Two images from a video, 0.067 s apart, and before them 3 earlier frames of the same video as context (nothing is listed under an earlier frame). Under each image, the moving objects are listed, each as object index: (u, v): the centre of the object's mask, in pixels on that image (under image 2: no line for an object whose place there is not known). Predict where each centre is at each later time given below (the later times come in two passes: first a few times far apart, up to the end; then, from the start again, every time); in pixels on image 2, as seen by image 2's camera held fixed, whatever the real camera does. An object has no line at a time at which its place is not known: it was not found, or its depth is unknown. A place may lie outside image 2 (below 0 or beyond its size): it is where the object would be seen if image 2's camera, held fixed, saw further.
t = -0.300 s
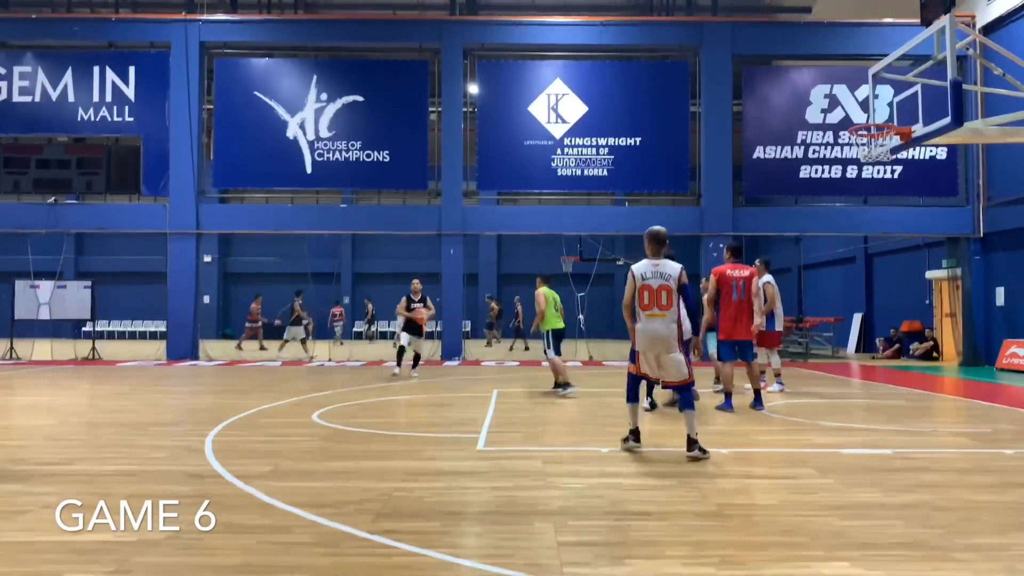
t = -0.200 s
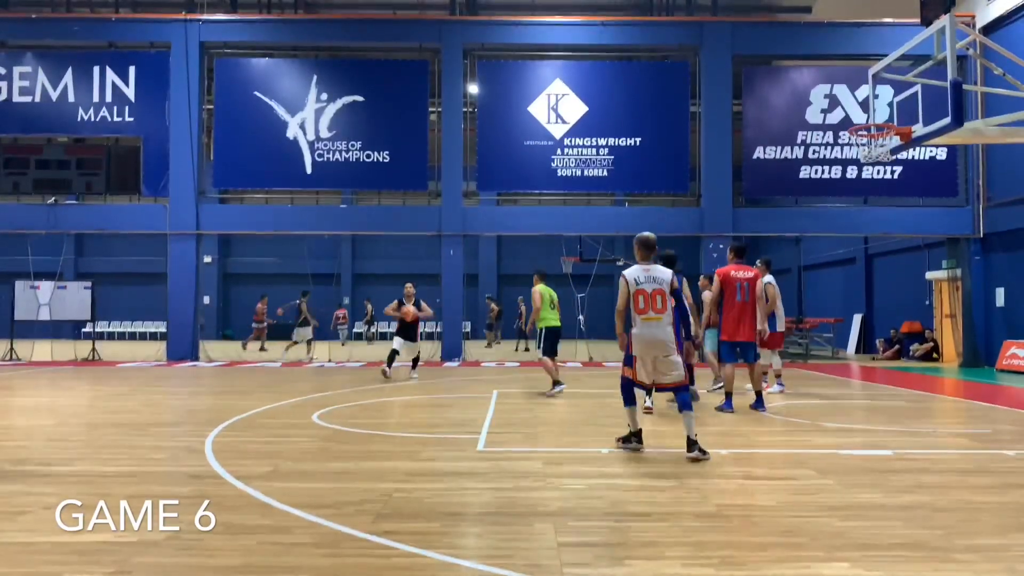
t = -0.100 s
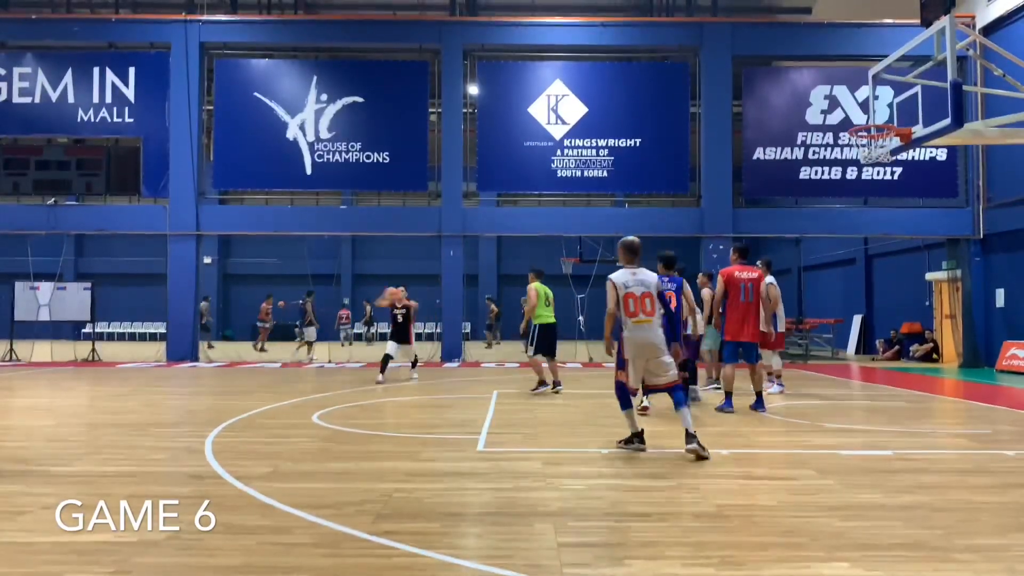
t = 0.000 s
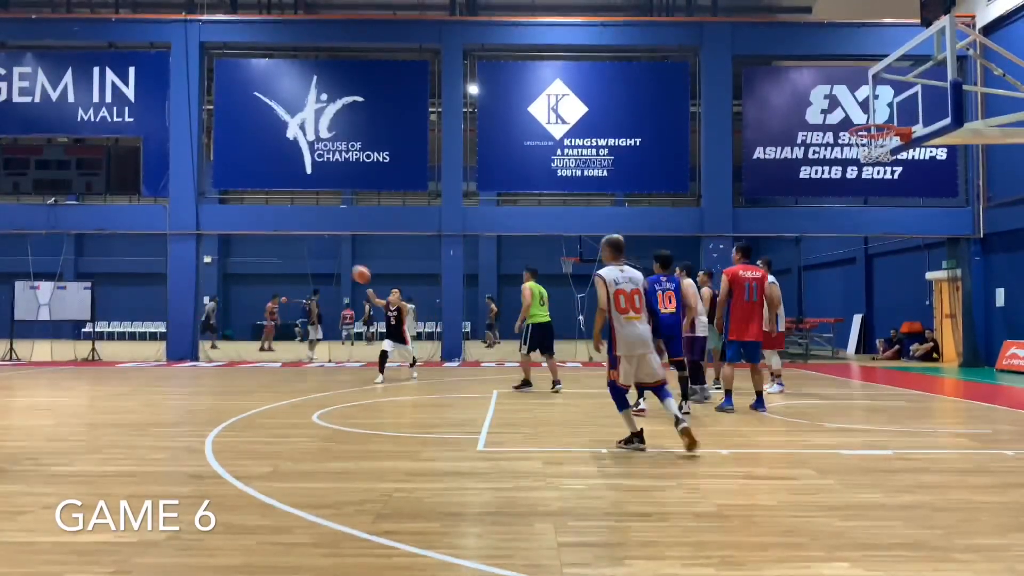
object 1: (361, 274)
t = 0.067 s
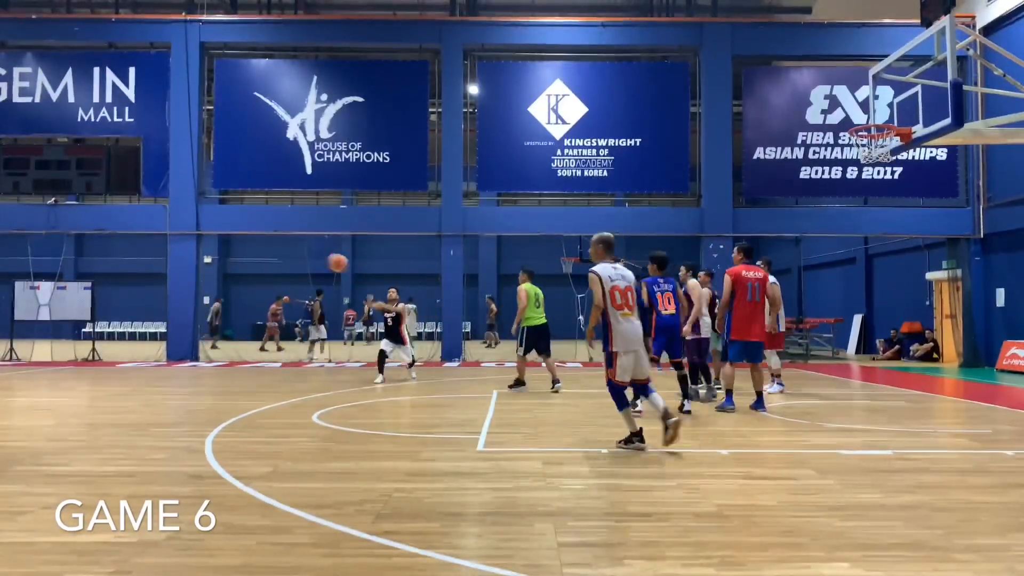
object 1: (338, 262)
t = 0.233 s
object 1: (265, 244)
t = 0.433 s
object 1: (146, 251)
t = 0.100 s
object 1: (325, 258)
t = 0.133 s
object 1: (311, 253)
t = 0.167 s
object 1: (297, 250)
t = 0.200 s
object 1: (281, 247)
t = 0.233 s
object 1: (265, 244)
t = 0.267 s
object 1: (249, 243)
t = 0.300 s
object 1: (231, 243)
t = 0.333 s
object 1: (212, 243)
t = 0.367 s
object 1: (191, 244)
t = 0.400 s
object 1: (168, 248)
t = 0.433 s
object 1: (146, 251)
